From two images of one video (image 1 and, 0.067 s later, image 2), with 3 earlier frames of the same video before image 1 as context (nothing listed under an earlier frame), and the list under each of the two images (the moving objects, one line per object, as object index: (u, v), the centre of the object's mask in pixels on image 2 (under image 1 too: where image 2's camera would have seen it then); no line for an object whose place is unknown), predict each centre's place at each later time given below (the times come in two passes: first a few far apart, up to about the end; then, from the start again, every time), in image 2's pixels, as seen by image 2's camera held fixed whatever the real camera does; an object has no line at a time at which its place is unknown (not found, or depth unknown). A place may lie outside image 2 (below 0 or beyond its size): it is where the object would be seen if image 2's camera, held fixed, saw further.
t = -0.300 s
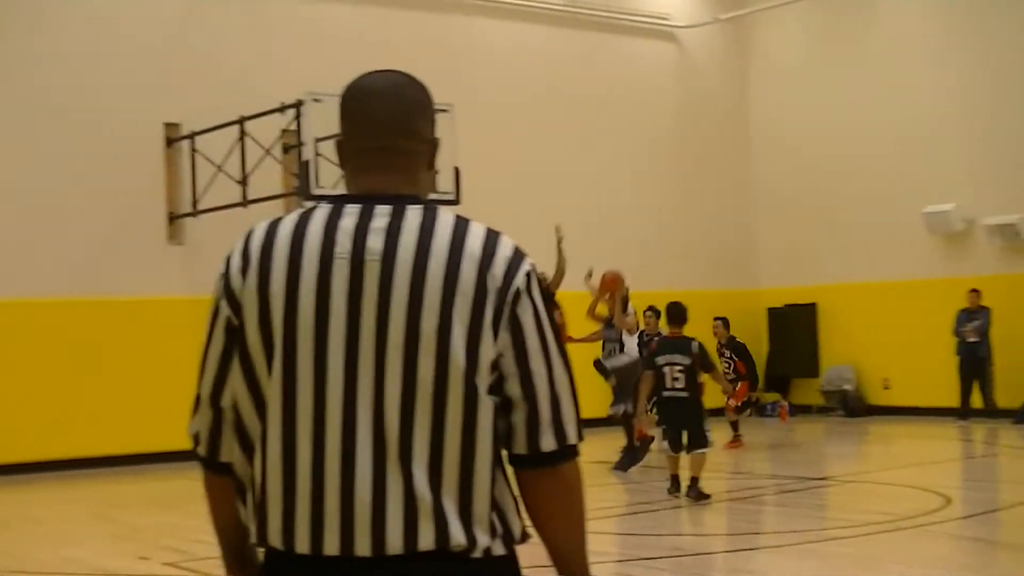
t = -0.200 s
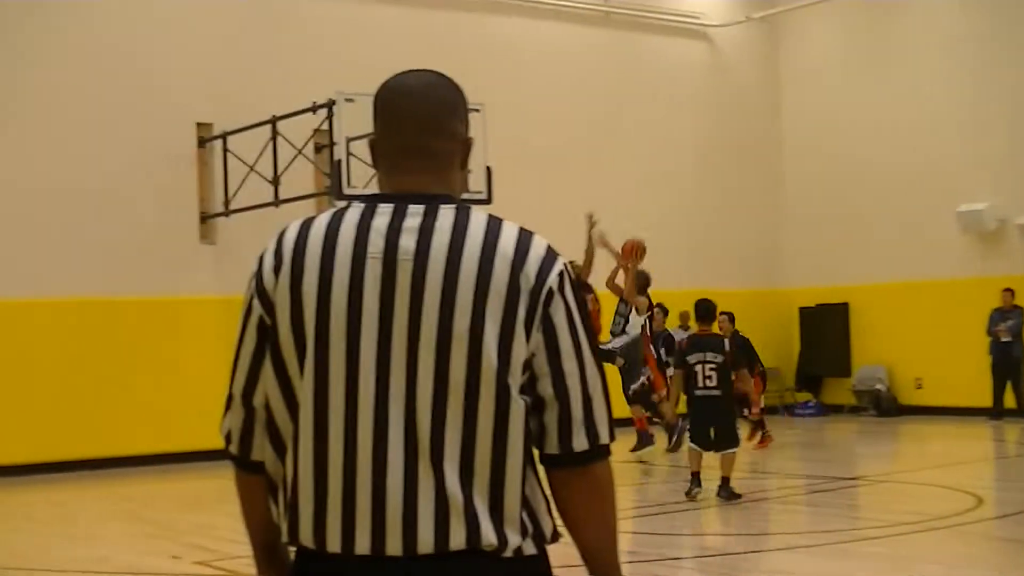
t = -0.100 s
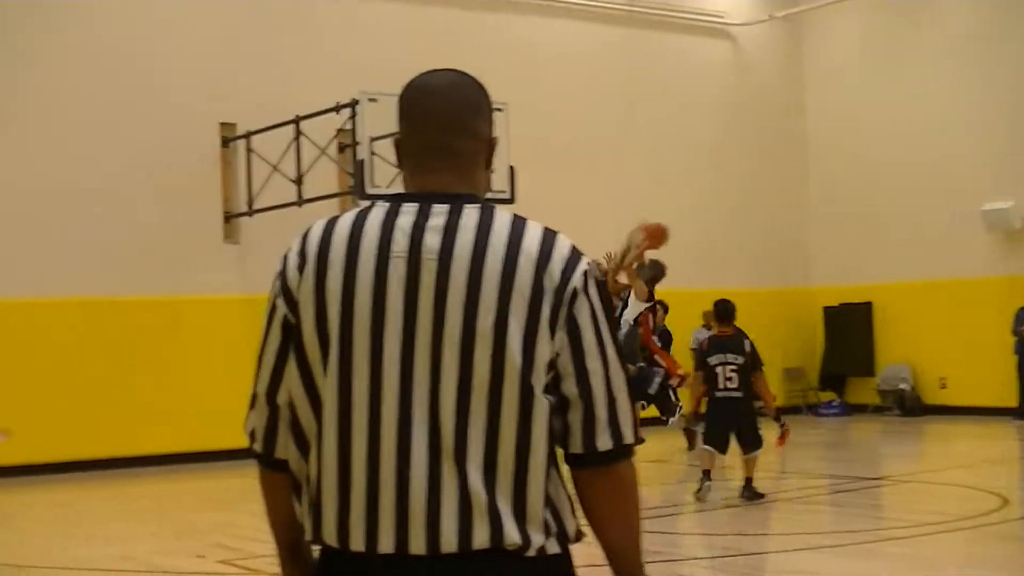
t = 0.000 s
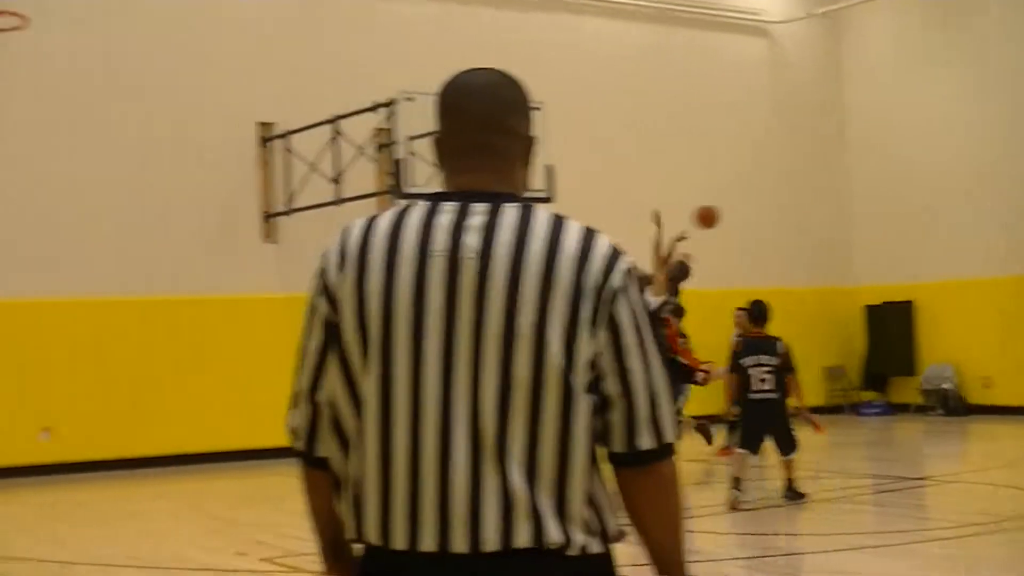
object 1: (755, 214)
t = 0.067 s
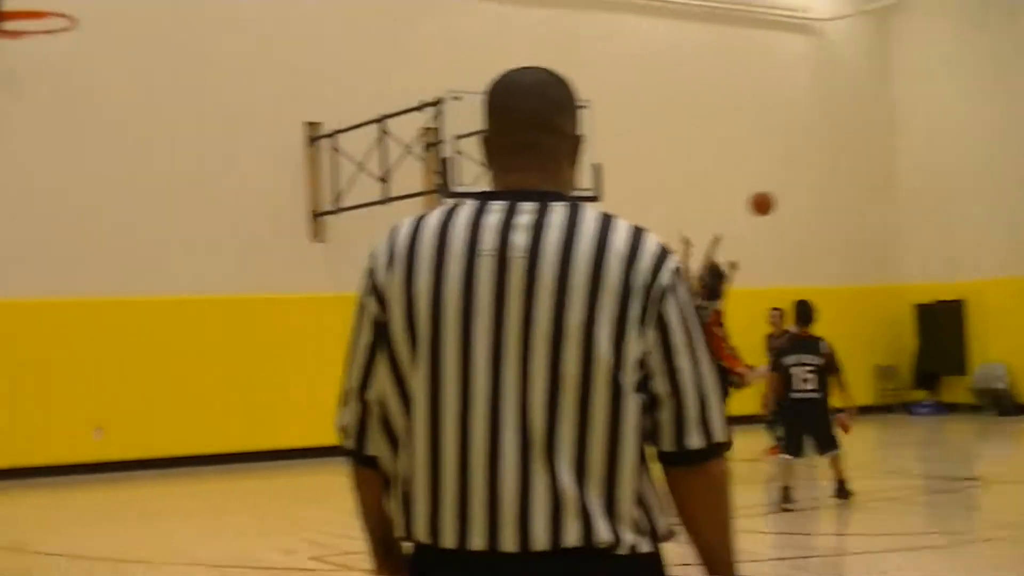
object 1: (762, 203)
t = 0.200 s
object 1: (774, 194)
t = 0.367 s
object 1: (794, 208)
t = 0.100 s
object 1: (765, 200)
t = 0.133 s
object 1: (767, 196)
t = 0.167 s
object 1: (771, 195)
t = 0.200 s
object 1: (774, 194)
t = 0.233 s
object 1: (777, 194)
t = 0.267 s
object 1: (782, 196)
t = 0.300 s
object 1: (786, 198)
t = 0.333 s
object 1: (790, 203)
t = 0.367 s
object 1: (794, 208)
